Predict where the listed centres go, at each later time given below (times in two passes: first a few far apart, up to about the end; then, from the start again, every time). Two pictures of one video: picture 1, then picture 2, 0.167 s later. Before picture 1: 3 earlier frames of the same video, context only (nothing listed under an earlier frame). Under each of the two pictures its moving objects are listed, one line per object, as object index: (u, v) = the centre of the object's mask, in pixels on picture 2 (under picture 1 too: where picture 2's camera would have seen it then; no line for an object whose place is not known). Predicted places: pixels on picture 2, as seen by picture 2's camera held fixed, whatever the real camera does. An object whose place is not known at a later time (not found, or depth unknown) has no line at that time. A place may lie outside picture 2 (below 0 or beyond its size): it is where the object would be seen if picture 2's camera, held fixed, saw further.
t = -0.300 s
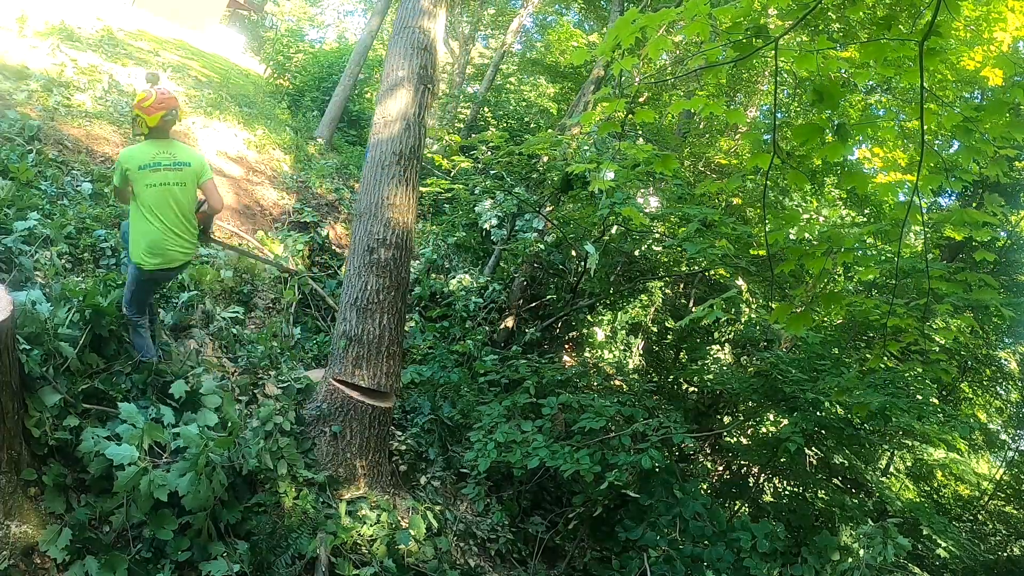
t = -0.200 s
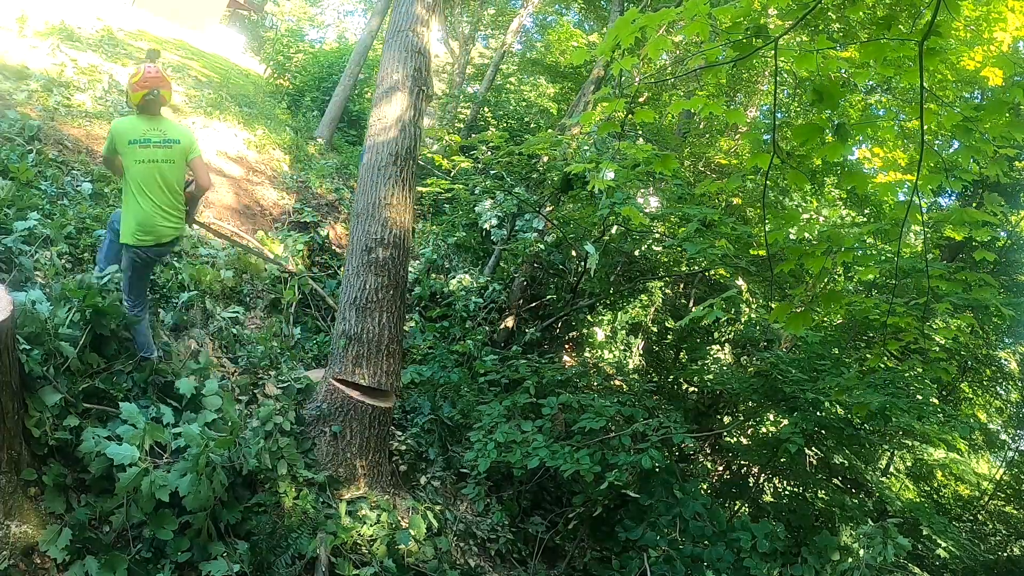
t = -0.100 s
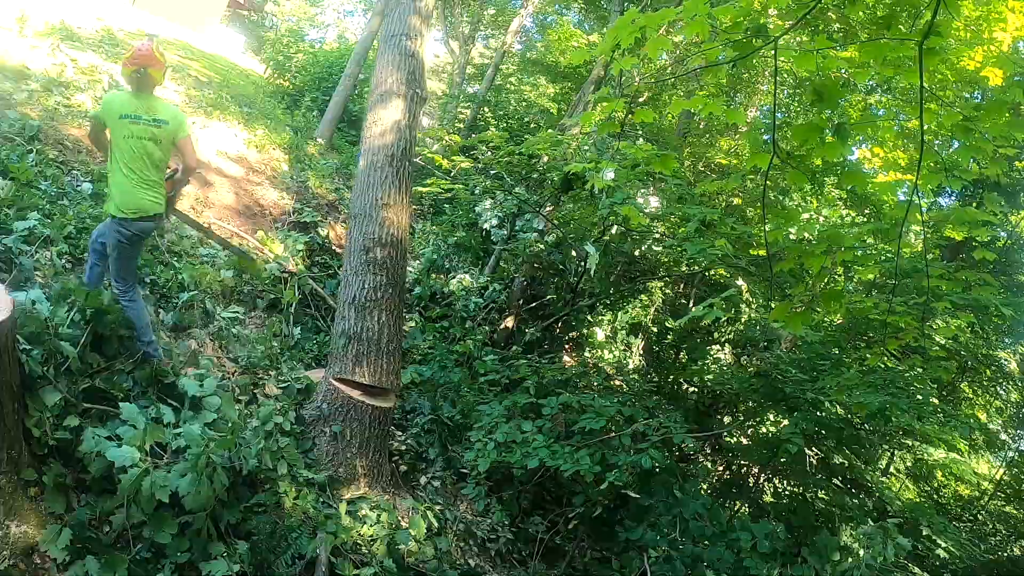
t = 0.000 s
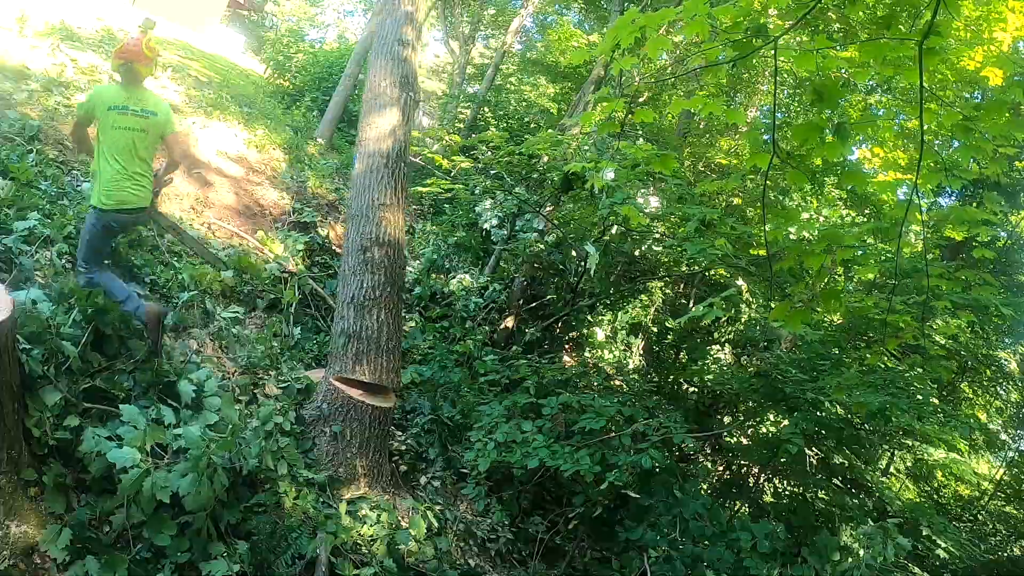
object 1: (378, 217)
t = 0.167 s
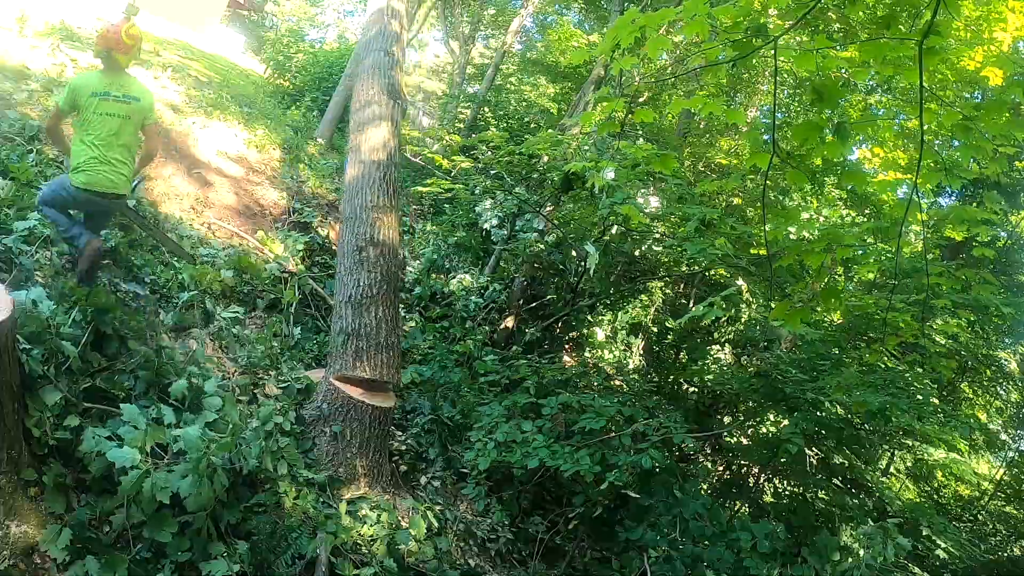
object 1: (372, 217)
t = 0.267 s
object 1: (367, 221)
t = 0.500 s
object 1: (353, 224)
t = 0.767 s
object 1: (334, 234)
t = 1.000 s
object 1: (299, 227)
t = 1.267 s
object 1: (298, 229)
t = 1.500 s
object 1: (297, 236)
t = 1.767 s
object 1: (313, 246)
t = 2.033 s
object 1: (315, 253)
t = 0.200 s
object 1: (370, 220)
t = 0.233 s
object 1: (368, 220)
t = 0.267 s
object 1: (367, 221)
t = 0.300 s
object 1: (365, 220)
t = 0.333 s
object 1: (364, 219)
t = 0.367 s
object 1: (361, 221)
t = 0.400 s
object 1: (360, 219)
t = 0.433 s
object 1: (358, 220)
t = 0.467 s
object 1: (355, 225)
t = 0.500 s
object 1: (353, 224)
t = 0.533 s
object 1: (351, 227)
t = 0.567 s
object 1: (349, 227)
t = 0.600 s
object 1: (347, 228)
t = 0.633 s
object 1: (344, 230)
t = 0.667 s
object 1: (342, 231)
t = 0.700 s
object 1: (340, 233)
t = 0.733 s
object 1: (337, 233)
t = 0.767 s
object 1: (334, 234)
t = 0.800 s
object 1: (331, 236)
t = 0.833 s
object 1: (328, 238)
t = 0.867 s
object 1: (324, 239)
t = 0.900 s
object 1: (320, 241)
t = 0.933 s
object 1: (315, 242)
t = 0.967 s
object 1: (310, 244)
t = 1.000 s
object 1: (299, 227)
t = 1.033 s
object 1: (292, 229)
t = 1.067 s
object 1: (287, 233)
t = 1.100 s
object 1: (284, 230)
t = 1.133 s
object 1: (287, 227)
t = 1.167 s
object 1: (292, 225)
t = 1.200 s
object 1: (297, 228)
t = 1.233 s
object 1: (297, 227)
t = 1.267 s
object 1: (298, 229)
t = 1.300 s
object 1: (300, 231)
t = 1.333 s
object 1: (302, 231)
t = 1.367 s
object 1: (304, 234)
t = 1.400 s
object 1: (303, 236)
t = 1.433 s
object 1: (301, 239)
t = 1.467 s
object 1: (298, 239)
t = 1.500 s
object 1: (297, 236)
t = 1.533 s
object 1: (301, 241)
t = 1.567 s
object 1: (303, 243)
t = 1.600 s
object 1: (303, 243)
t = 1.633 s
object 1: (303, 243)
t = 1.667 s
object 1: (306, 246)
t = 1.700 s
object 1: (310, 248)
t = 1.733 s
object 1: (312, 247)
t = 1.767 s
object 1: (313, 246)
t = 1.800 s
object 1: (318, 250)
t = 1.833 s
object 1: (320, 250)
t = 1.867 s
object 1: (321, 250)
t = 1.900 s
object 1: (321, 249)
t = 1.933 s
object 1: (320, 251)
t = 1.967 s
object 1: (320, 253)
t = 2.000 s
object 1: (318, 253)
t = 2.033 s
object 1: (315, 253)
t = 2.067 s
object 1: (312, 253)
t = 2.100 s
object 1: (310, 253)
